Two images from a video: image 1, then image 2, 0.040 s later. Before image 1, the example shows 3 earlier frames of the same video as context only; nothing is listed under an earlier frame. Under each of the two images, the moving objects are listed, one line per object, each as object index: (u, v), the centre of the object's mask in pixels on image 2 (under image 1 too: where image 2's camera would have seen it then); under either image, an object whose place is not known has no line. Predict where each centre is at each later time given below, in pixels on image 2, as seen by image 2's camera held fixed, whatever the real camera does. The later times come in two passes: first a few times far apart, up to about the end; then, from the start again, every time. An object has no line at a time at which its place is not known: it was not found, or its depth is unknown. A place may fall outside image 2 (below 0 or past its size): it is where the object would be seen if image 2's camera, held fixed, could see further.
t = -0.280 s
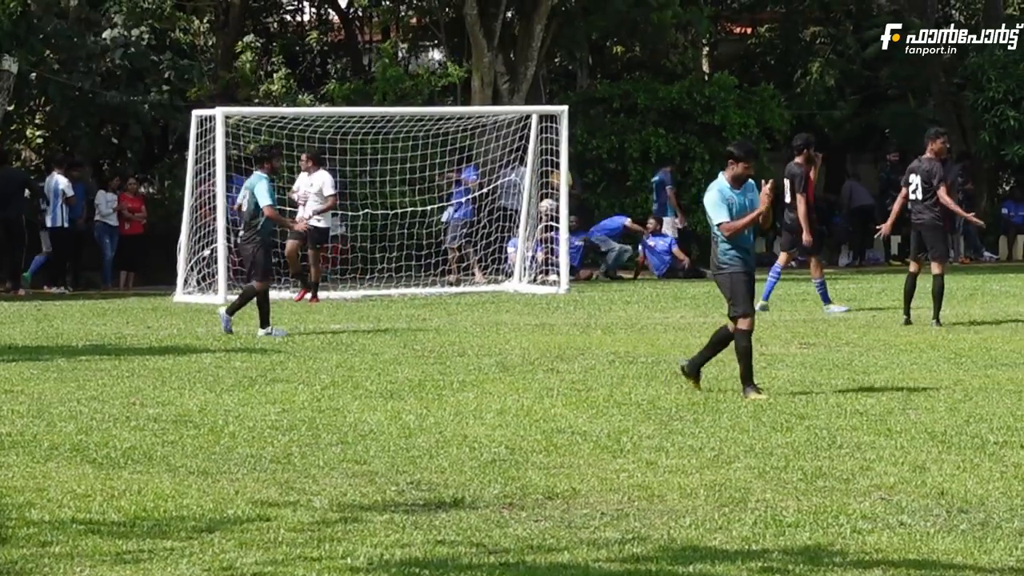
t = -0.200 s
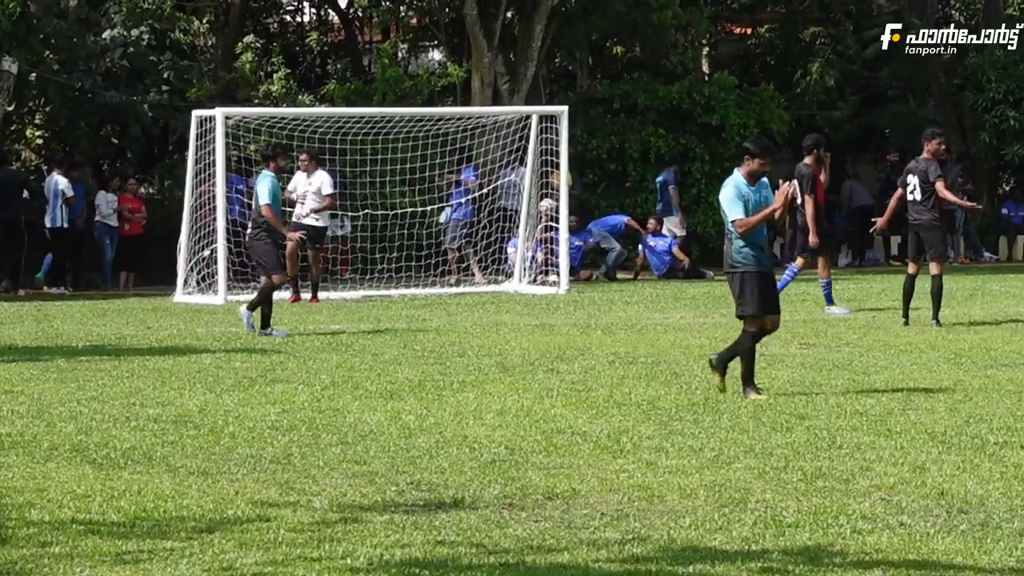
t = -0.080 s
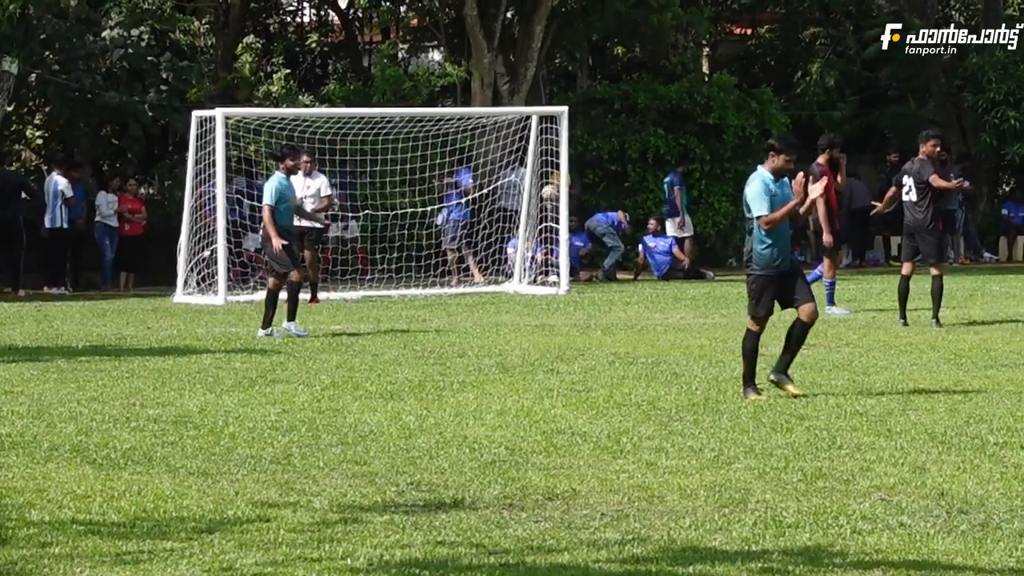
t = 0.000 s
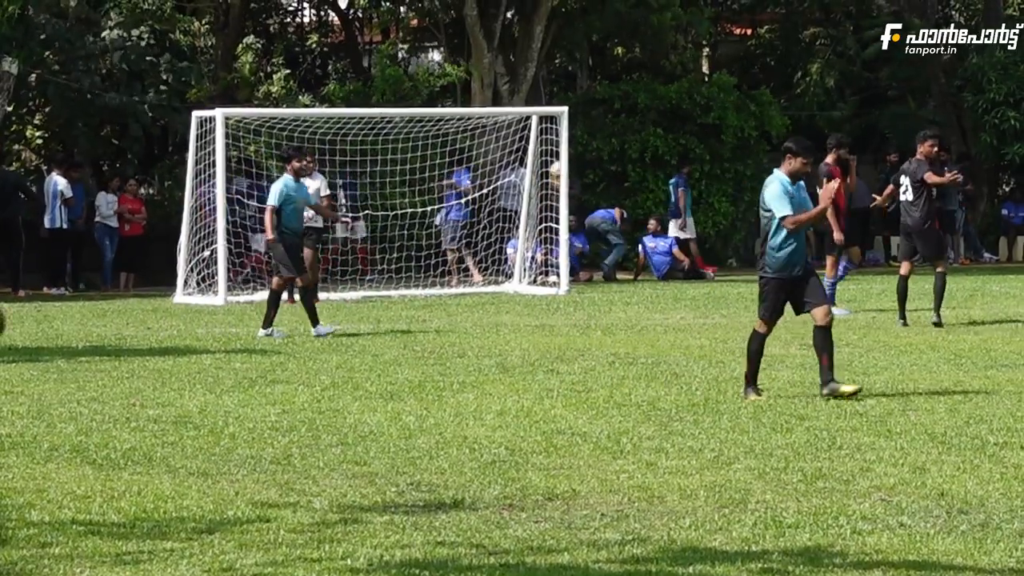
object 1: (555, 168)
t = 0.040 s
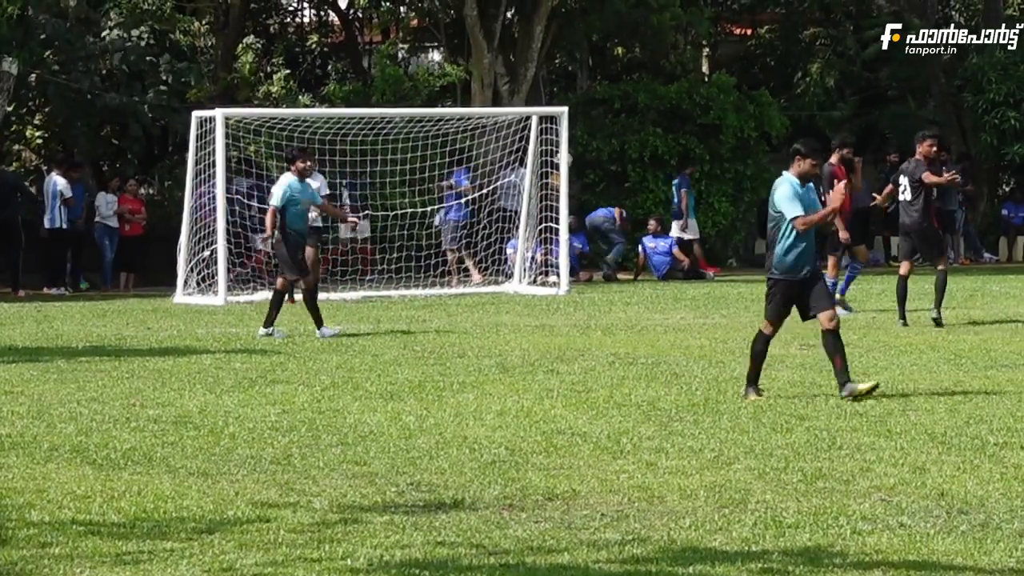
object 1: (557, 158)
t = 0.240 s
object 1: (586, 123)
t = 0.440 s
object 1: (610, 115)
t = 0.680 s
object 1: (639, 147)
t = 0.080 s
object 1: (572, 149)
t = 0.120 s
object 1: (574, 141)
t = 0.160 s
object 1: (577, 134)
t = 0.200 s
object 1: (582, 127)
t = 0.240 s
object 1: (586, 123)
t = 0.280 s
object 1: (591, 119)
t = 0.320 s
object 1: (596, 117)
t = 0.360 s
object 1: (601, 115)
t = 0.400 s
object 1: (605, 114)
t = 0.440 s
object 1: (610, 115)
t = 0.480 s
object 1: (615, 117)
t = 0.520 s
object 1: (620, 121)
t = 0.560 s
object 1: (627, 125)
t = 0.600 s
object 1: (632, 131)
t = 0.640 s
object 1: (634, 138)
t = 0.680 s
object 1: (639, 147)
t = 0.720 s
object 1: (644, 156)
